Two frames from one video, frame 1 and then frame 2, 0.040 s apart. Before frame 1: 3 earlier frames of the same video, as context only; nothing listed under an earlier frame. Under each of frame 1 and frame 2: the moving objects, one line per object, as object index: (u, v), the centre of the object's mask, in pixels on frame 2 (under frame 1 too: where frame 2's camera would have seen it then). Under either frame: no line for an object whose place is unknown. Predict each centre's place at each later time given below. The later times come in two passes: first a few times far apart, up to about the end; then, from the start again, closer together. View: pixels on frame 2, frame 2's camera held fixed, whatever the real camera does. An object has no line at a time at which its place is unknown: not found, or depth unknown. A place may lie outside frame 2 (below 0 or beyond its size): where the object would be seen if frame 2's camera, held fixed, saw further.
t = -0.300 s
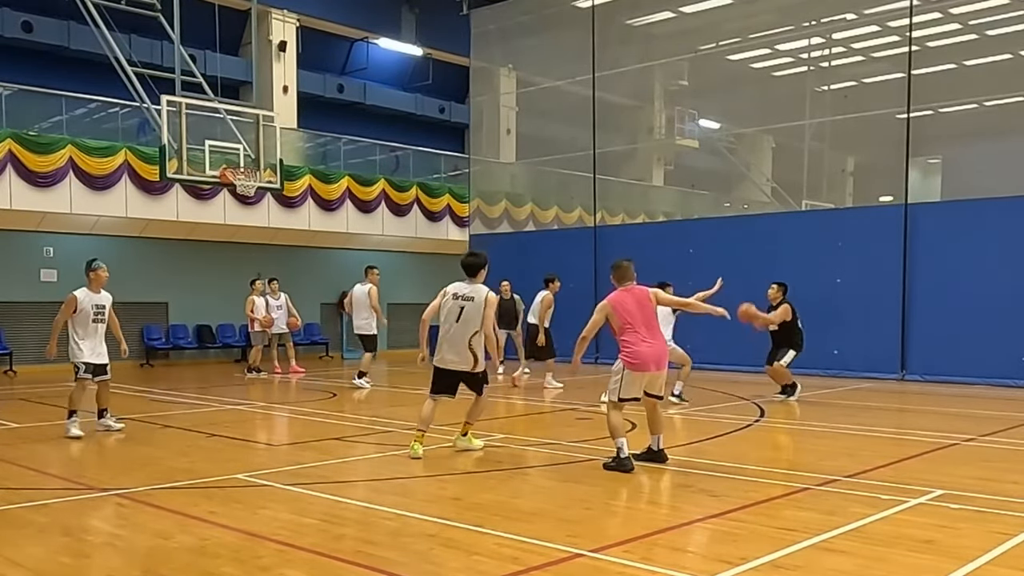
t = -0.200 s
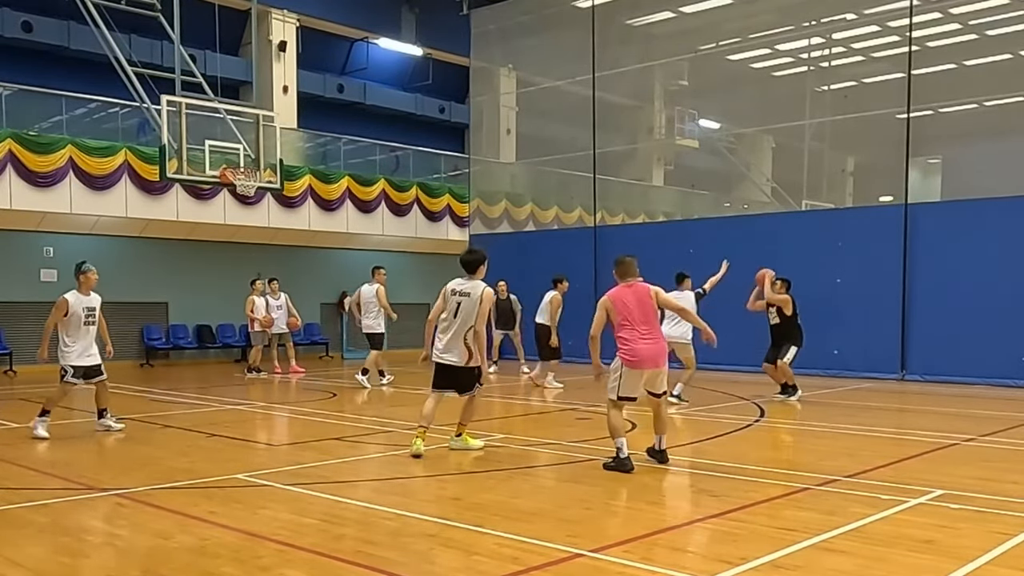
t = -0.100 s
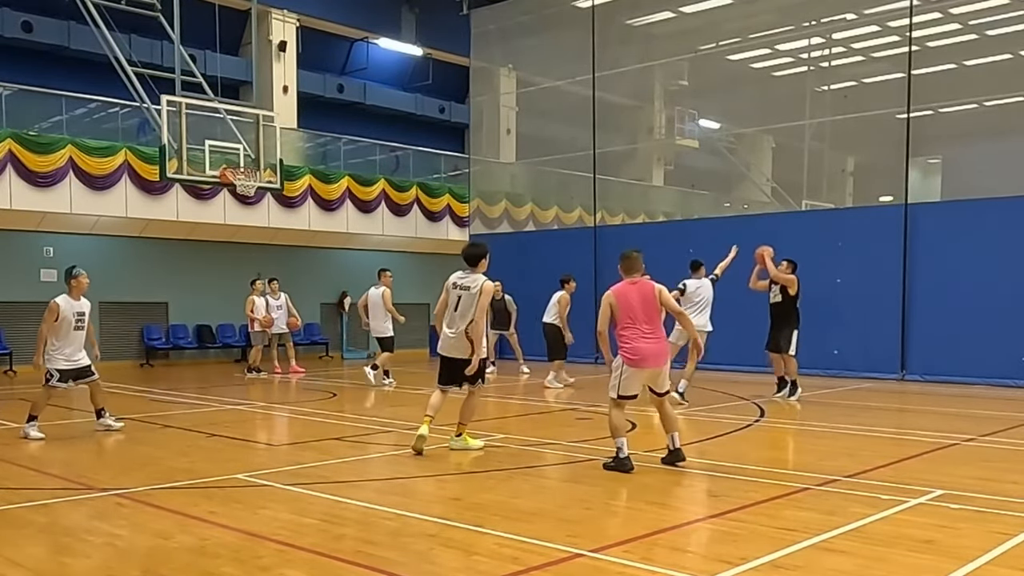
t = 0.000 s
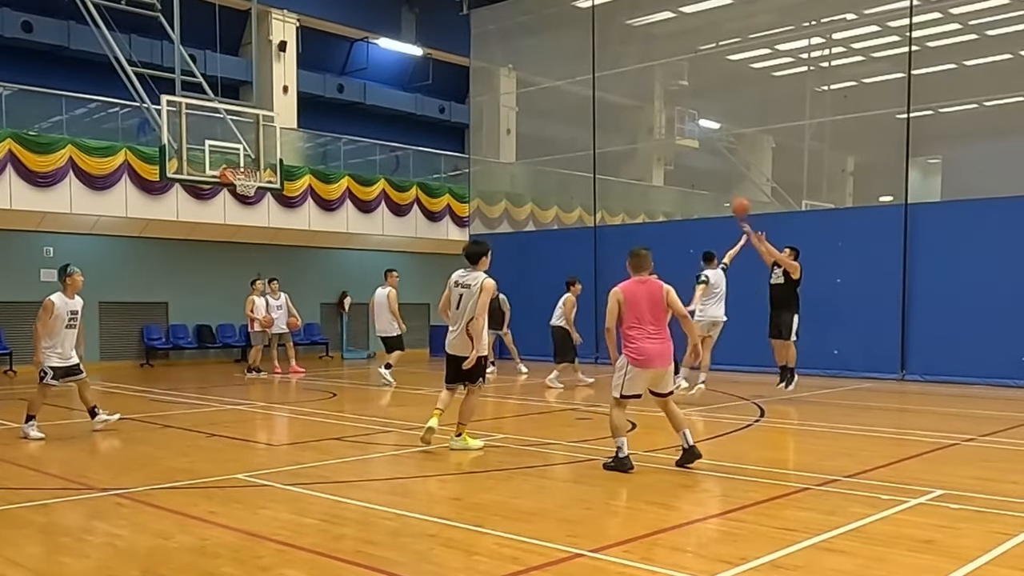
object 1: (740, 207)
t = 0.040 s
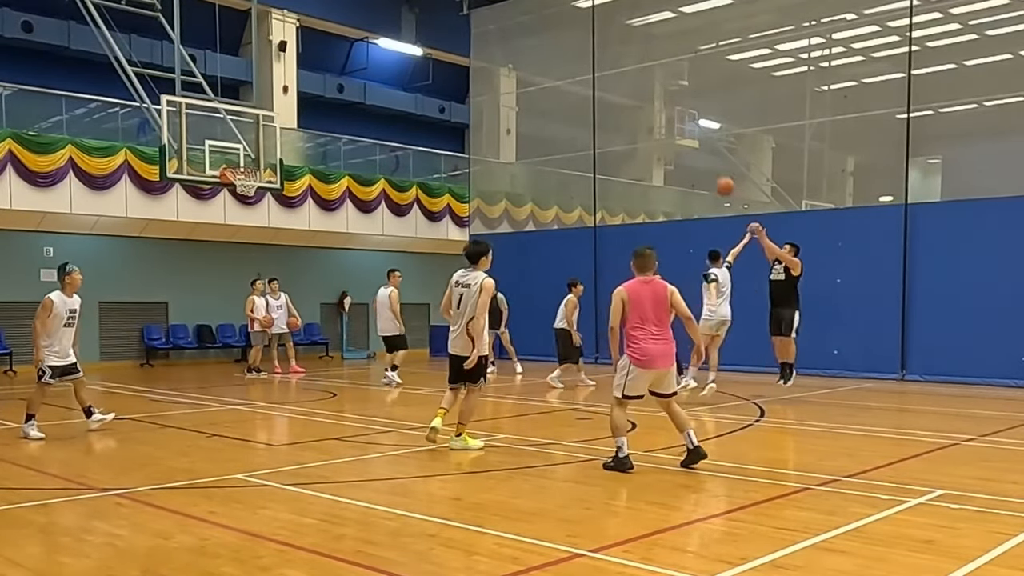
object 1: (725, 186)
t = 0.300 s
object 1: (624, 82)
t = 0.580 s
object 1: (517, 28)
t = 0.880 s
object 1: (404, 35)
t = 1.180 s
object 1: (295, 111)
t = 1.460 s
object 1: (218, 186)
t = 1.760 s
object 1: (197, 237)
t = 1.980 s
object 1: (185, 308)
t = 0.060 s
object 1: (717, 176)
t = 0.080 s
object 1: (709, 167)
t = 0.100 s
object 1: (702, 157)
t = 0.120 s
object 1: (694, 149)
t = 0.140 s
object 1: (686, 141)
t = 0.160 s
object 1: (678, 132)
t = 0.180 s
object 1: (671, 124)
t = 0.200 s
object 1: (663, 116)
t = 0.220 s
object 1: (655, 109)
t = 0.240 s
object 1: (648, 101)
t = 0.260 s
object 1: (640, 95)
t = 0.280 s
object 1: (632, 89)
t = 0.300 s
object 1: (624, 82)
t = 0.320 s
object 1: (617, 76)
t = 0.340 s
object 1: (609, 71)
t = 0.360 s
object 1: (602, 65)
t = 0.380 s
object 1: (594, 61)
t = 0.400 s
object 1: (586, 56)
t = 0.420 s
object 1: (579, 52)
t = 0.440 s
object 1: (571, 47)
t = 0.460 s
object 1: (563, 44)
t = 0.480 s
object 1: (556, 40)
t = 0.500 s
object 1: (547, 37)
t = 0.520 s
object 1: (540, 34)
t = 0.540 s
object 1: (533, 32)
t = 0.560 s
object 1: (524, 29)
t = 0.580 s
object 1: (517, 28)
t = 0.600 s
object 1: (509, 27)
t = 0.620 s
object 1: (502, 25)
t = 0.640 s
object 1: (495, 24)
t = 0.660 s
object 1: (487, 24)
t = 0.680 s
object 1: (479, 23)
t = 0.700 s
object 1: (471, 23)
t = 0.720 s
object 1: (464, 24)
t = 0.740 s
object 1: (456, 24)
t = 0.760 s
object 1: (449, 25)
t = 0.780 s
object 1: (441, 26)
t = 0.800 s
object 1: (434, 28)
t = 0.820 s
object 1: (426, 30)
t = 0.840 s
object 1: (419, 32)
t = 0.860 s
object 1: (411, 34)
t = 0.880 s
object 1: (404, 35)
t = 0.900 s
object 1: (397, 38)
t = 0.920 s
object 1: (389, 42)
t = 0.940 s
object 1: (381, 47)
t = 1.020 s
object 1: (351, 64)
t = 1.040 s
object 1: (345, 68)
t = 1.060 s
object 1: (338, 74)
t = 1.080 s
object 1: (330, 79)
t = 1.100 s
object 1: (323, 85)
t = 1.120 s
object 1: (316, 92)
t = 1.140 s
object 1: (308, 98)
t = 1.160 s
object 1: (302, 104)
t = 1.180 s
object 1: (295, 111)
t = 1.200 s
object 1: (287, 118)
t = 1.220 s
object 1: (280, 126)
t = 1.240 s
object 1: (273, 134)
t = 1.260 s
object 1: (266, 142)
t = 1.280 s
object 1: (259, 149)
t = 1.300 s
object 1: (252, 159)
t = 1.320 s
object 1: (247, 163)
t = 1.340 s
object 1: (243, 172)
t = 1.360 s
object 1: (234, 180)
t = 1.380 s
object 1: (228, 183)
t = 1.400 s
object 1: (223, 184)
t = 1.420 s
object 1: (222, 185)
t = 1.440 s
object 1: (220, 185)
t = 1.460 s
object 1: (218, 186)
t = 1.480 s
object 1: (217, 187)
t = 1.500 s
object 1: (216, 189)
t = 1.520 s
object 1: (214, 191)
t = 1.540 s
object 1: (213, 193)
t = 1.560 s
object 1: (211, 195)
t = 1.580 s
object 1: (210, 198)
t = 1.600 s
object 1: (208, 201)
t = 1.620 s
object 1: (207, 204)
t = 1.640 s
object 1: (206, 208)
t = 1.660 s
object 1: (204, 212)
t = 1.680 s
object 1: (203, 216)
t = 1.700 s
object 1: (201, 220)
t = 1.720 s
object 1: (200, 225)
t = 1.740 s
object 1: (198, 231)
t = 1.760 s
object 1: (197, 237)
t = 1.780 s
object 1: (197, 241)
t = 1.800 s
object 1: (194, 247)
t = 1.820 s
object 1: (194, 252)
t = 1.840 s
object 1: (192, 258)
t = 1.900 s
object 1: (189, 278)
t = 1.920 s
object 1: (188, 285)
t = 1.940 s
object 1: (187, 292)
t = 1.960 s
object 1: (186, 299)
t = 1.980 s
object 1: (185, 308)
